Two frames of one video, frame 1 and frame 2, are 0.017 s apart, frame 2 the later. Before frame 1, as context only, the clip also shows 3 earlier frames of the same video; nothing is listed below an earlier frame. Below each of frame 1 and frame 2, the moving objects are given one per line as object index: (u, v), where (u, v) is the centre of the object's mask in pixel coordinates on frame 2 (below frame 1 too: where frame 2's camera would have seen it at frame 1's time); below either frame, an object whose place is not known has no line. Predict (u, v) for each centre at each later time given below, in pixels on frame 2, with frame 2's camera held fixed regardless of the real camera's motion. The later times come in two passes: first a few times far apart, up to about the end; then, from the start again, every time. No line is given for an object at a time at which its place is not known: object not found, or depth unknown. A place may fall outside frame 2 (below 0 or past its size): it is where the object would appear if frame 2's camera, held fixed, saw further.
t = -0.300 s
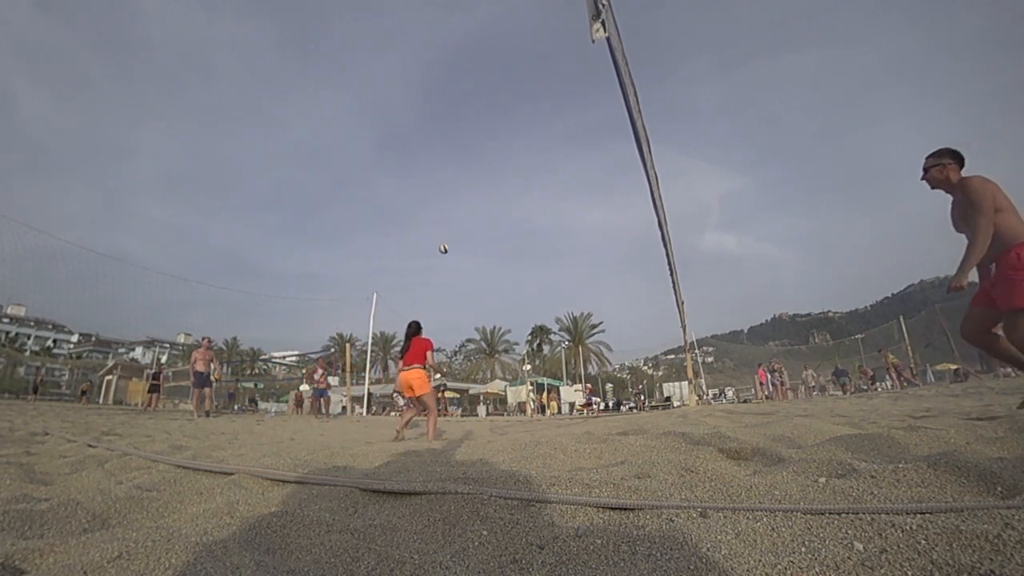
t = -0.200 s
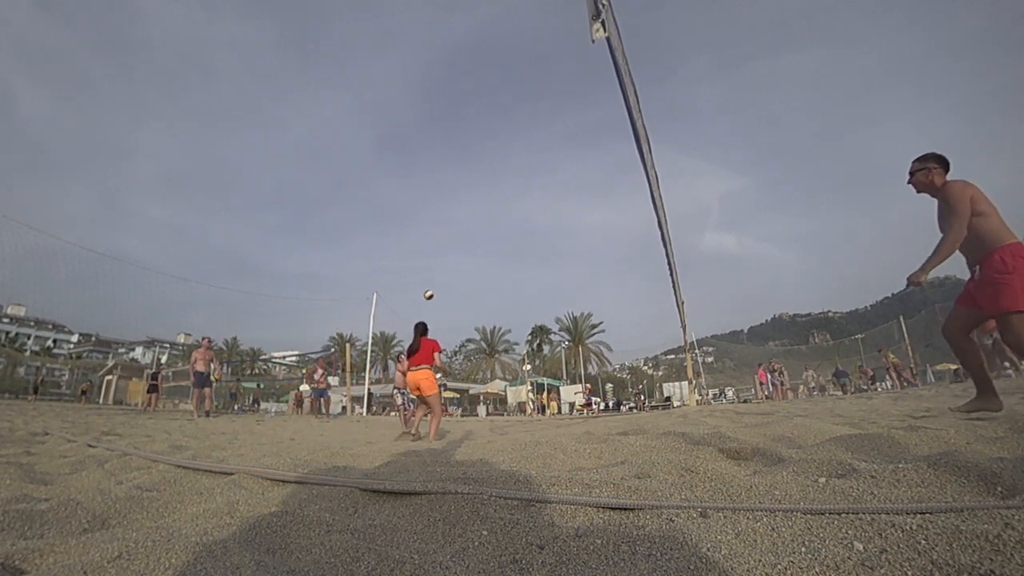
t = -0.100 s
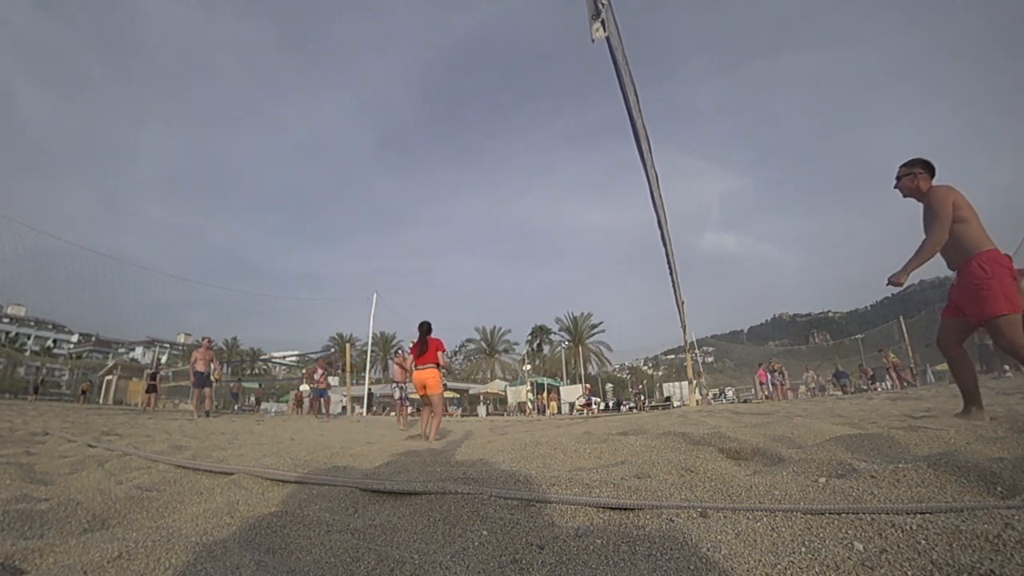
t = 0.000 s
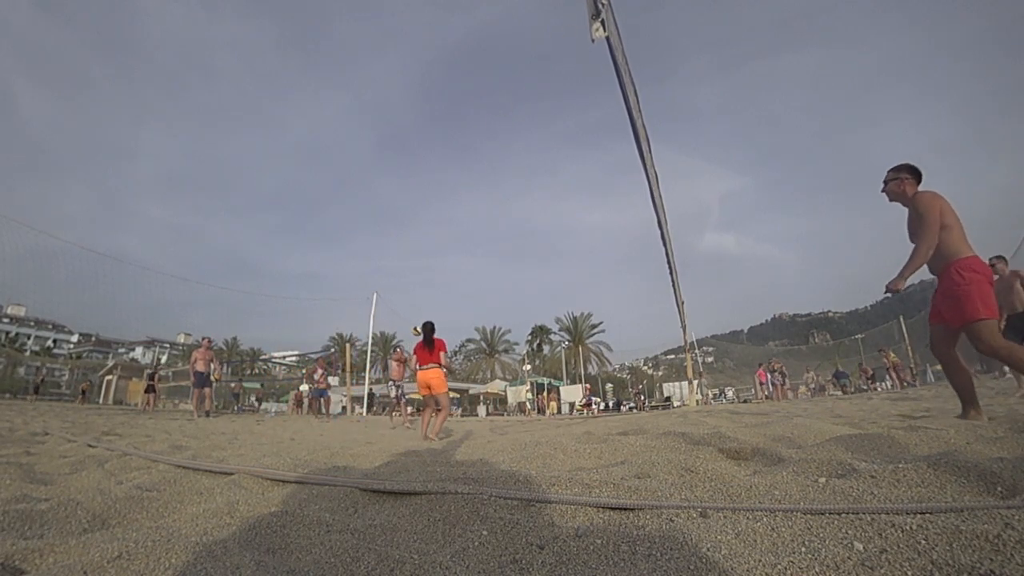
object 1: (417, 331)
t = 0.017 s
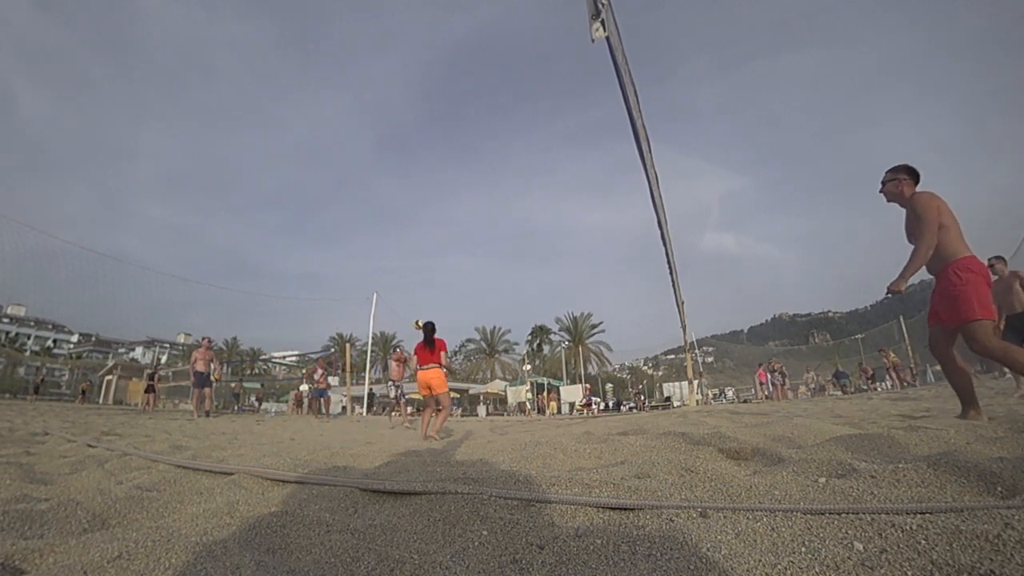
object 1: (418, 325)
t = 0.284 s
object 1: (447, 241)
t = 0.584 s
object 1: (476, 187)
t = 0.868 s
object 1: (505, 170)
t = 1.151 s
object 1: (537, 186)
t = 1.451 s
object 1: (576, 252)
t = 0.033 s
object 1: (420, 318)
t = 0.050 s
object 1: (423, 312)
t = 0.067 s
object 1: (425, 307)
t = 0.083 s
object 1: (426, 301)
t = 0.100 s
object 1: (428, 295)
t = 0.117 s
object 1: (430, 289)
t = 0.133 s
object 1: (431, 284)
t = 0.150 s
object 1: (433, 279)
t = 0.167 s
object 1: (435, 274)
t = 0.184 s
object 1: (437, 268)
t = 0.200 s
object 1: (438, 264)
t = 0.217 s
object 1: (440, 259)
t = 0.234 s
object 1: (441, 254)
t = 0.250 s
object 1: (443, 250)
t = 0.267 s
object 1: (445, 246)
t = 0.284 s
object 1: (447, 241)
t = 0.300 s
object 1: (449, 237)
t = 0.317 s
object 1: (451, 233)
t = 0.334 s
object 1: (452, 229)
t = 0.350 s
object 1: (454, 226)
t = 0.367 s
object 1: (455, 223)
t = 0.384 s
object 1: (456, 219)
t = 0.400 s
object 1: (458, 216)
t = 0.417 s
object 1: (460, 213)
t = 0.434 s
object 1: (461, 210)
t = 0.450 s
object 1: (463, 207)
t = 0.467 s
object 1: (465, 204)
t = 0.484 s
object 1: (467, 202)
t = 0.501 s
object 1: (468, 199)
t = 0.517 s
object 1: (470, 196)
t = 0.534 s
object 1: (471, 194)
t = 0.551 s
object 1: (473, 191)
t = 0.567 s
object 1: (475, 189)
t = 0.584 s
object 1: (476, 187)
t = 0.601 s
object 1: (478, 185)
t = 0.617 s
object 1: (479, 184)
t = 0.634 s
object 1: (481, 182)
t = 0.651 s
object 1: (483, 181)
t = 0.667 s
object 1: (485, 179)
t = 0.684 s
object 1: (486, 178)
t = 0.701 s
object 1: (488, 176)
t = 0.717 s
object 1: (490, 175)
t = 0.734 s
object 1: (492, 174)
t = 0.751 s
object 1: (493, 173)
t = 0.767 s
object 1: (495, 173)
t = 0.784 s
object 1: (497, 172)
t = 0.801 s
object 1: (498, 172)
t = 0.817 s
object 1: (499, 171)
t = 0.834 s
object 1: (501, 171)
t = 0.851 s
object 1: (503, 170)
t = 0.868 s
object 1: (505, 170)
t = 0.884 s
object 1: (507, 170)
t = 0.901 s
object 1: (509, 171)
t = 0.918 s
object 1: (510, 171)
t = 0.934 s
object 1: (512, 171)
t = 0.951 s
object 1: (514, 172)
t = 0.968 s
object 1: (515, 172)
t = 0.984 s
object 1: (517, 172)
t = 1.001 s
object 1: (519, 173)
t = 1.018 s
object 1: (521, 174)
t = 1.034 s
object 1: (523, 175)
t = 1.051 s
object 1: (525, 176)
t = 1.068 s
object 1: (527, 178)
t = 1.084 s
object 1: (529, 179)
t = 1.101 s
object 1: (531, 181)
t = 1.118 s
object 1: (533, 182)
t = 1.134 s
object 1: (535, 184)
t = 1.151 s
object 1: (537, 186)
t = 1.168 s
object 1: (539, 188)
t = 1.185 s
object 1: (541, 191)
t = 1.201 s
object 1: (543, 194)
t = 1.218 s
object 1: (544, 196)
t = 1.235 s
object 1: (547, 199)
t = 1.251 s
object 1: (549, 202)
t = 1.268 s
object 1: (551, 205)
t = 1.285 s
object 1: (554, 208)
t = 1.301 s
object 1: (556, 212)
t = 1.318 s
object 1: (558, 215)
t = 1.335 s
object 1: (560, 219)
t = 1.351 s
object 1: (562, 224)
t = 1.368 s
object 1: (564, 228)
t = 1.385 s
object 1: (567, 232)
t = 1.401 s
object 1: (569, 237)
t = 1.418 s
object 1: (571, 242)
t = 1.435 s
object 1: (573, 247)
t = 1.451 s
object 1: (576, 252)
